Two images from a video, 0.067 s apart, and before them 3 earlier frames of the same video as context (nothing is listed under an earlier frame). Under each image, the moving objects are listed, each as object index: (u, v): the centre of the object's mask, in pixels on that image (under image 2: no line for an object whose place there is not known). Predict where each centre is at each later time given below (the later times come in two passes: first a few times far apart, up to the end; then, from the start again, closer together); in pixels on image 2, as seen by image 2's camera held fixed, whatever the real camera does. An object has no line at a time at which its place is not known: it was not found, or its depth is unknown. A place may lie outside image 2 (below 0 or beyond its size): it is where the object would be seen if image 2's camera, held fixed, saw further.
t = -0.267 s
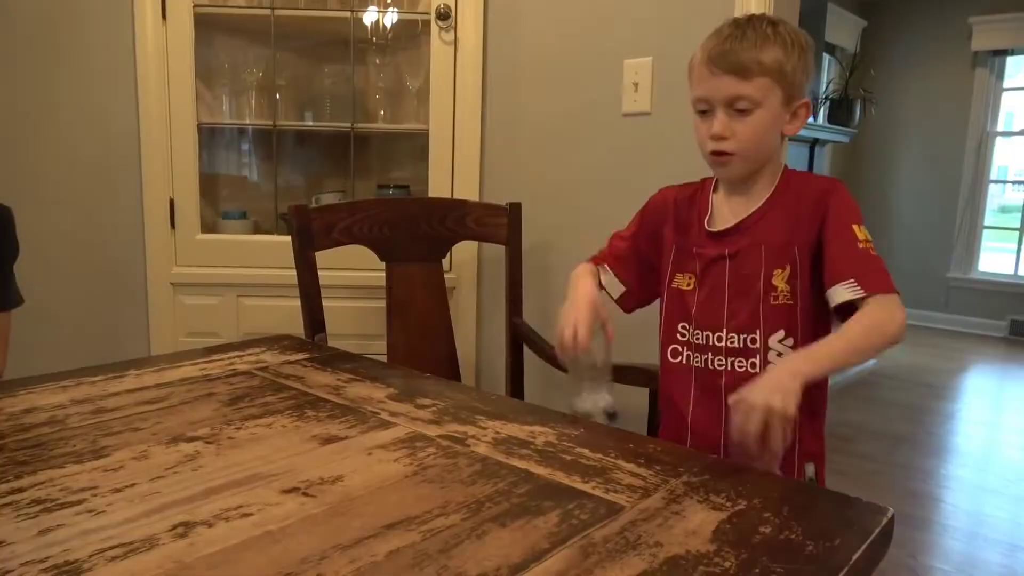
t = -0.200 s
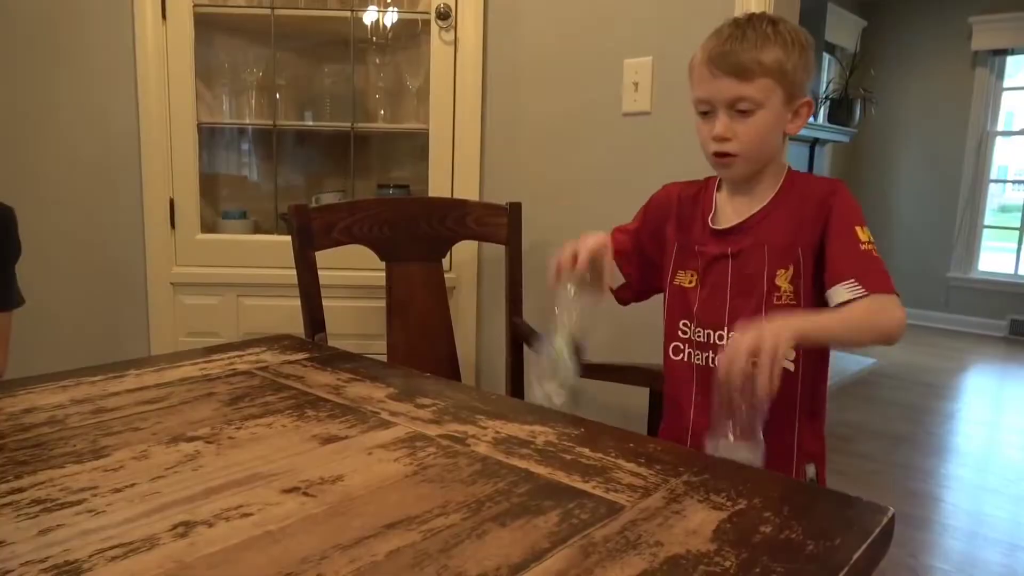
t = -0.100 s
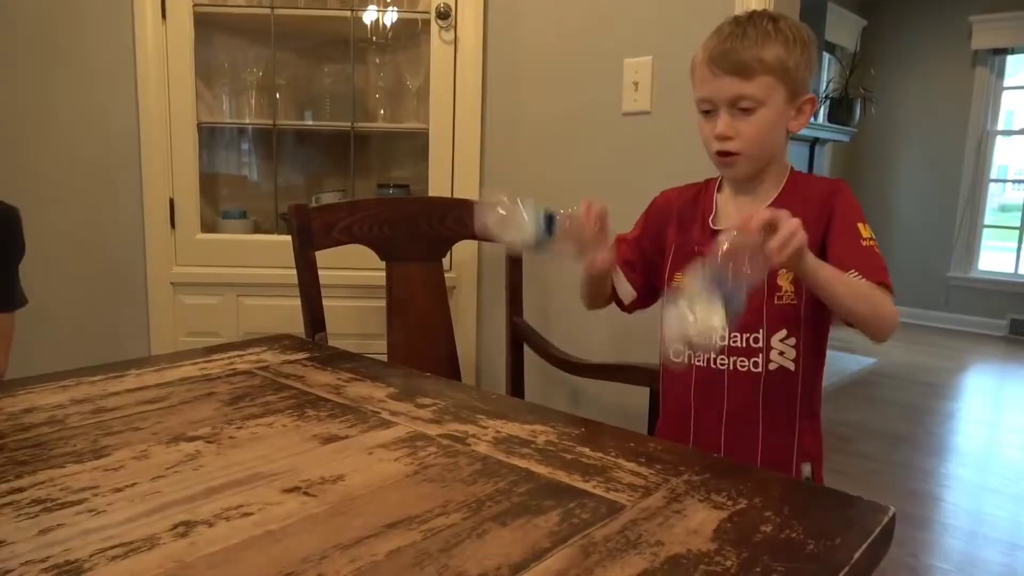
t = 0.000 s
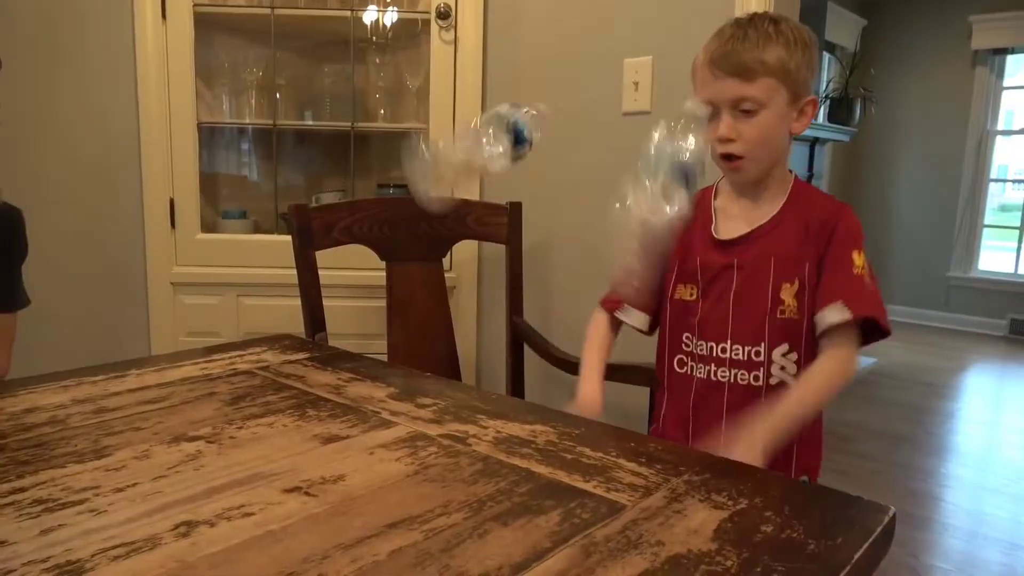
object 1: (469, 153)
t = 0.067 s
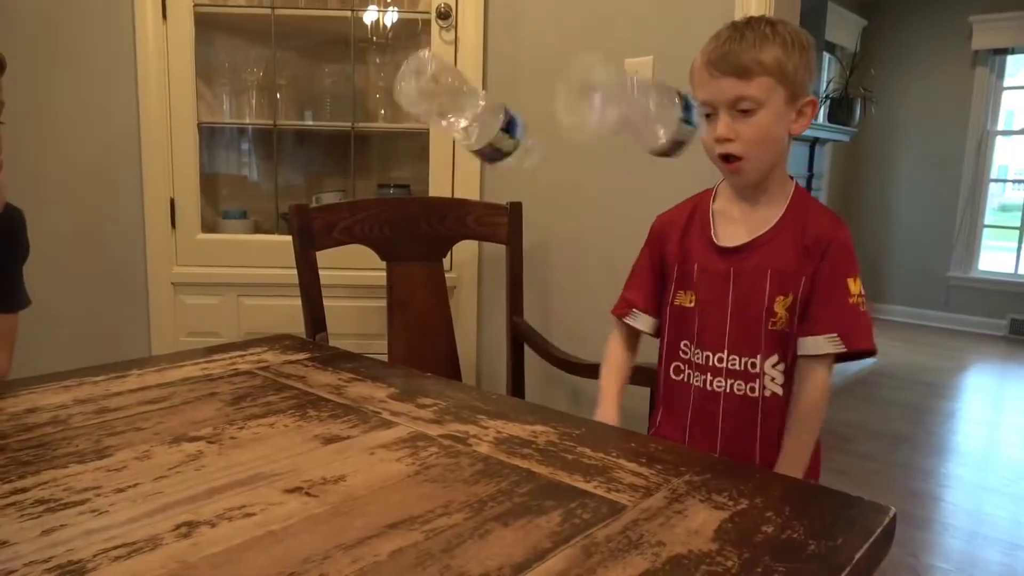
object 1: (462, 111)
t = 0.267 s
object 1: (422, 302)
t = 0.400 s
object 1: (397, 324)
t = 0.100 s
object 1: (459, 118)
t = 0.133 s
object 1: (454, 142)
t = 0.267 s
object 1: (422, 302)
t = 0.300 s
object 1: (415, 321)
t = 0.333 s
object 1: (410, 322)
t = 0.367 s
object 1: (404, 322)
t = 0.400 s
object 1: (397, 324)
